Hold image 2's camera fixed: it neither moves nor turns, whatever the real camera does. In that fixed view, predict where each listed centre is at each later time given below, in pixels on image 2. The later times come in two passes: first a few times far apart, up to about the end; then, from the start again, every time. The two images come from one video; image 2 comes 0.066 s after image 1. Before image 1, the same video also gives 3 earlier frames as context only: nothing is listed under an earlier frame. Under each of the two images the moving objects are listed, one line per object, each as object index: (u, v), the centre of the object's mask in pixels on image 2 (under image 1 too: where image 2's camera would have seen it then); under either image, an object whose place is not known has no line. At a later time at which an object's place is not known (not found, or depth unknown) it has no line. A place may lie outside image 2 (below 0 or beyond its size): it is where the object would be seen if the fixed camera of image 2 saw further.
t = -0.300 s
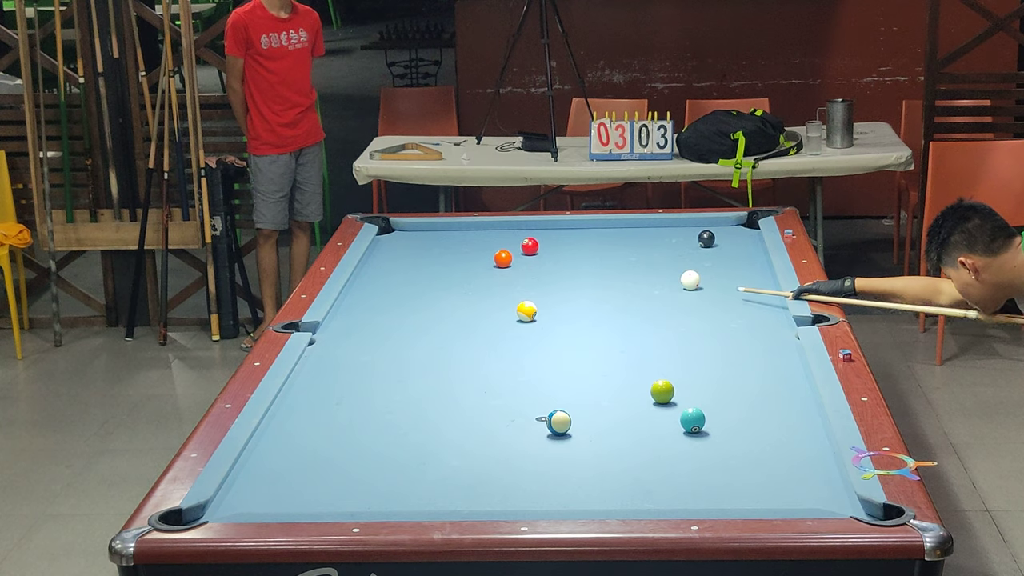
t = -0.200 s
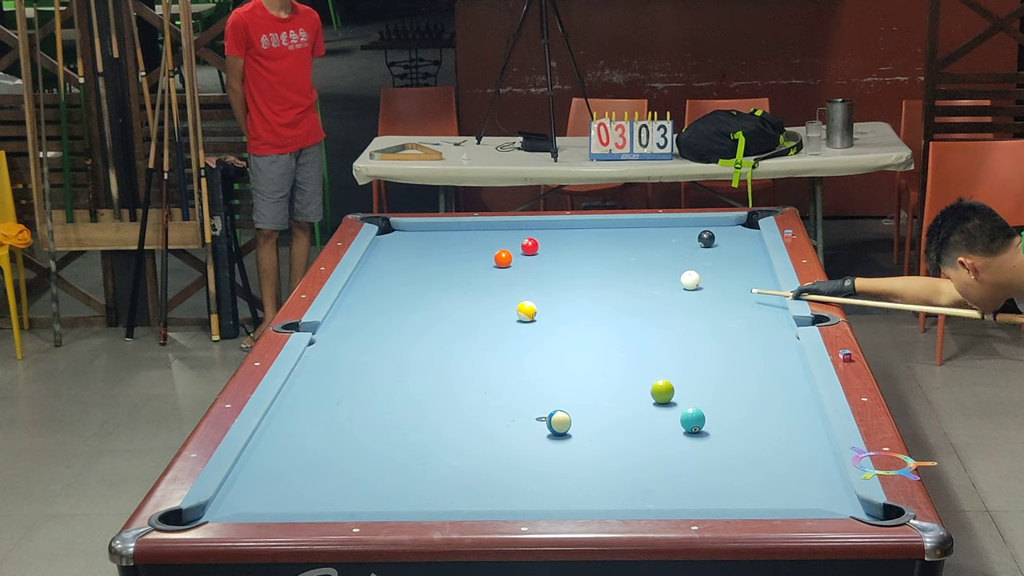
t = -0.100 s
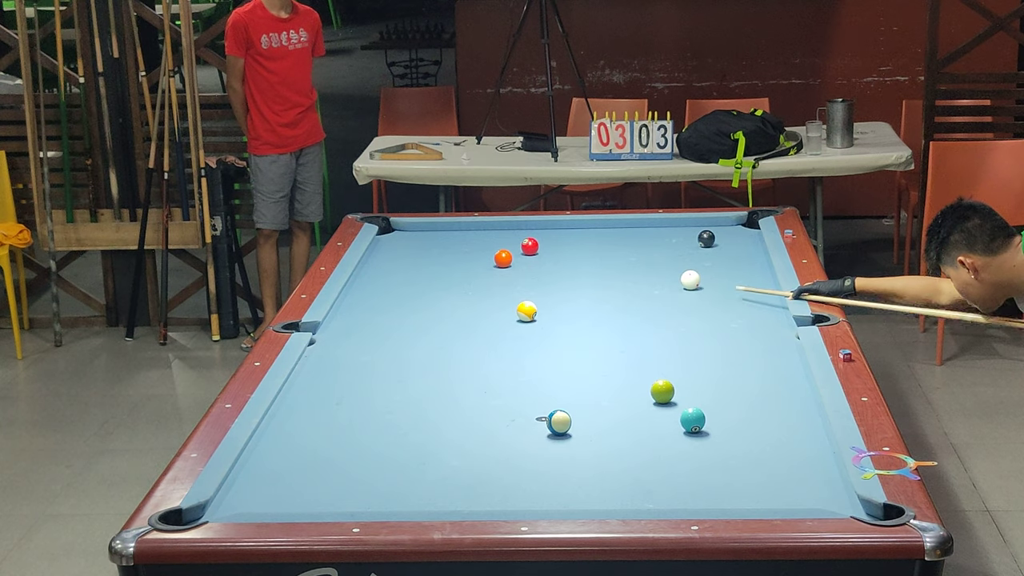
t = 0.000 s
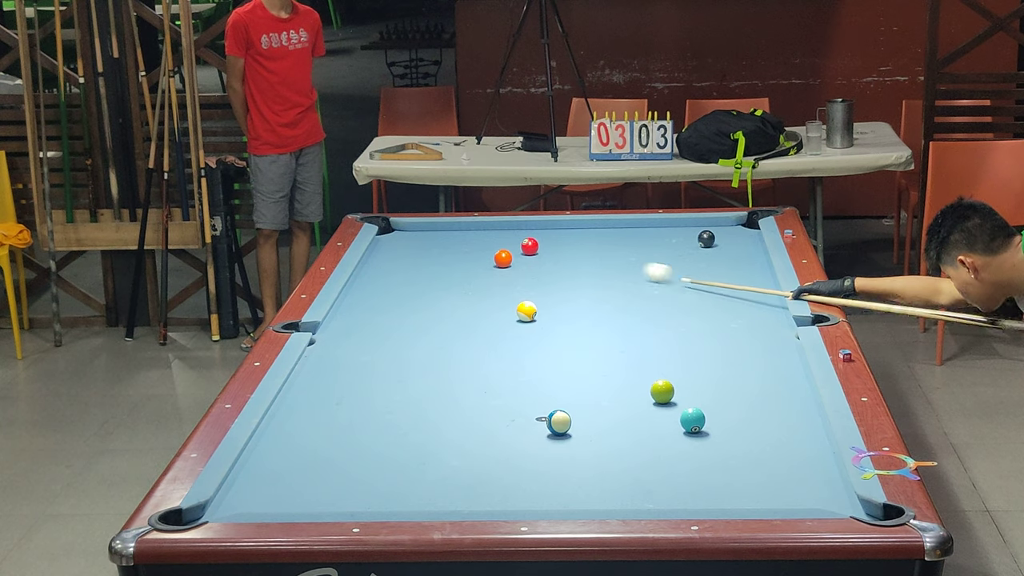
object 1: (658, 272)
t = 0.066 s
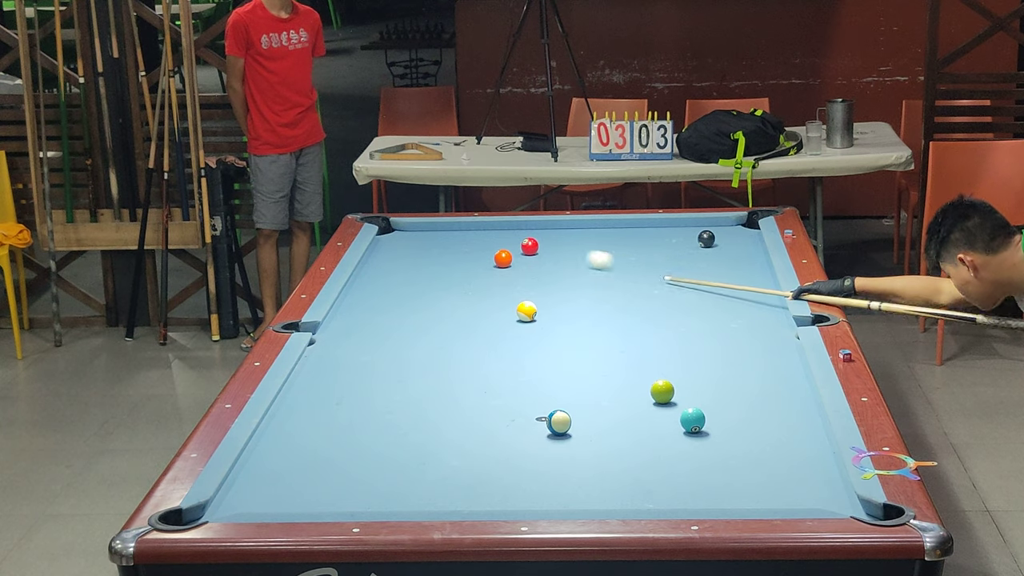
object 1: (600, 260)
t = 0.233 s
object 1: (551, 243)
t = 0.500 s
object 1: (558, 231)
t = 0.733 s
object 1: (565, 225)
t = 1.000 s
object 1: (576, 231)
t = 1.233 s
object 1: (585, 236)
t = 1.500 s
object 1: (596, 242)
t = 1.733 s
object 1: (605, 246)
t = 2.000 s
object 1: (614, 251)
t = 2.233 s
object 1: (622, 256)
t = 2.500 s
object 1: (629, 260)
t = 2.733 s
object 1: (636, 264)
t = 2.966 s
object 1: (641, 267)
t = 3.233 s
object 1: (647, 271)
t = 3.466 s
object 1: (652, 273)
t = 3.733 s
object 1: (656, 275)
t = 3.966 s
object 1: (659, 277)
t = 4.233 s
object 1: (662, 278)
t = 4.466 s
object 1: (664, 279)
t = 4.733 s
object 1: (665, 280)
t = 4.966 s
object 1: (666, 281)
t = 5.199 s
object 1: (666, 280)
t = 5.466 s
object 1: (666, 280)
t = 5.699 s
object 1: (666, 280)
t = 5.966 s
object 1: (666, 280)
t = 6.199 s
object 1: (666, 281)
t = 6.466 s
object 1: (666, 280)
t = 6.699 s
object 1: (666, 280)
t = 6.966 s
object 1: (666, 280)
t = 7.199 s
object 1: (666, 280)
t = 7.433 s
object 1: (666, 280)
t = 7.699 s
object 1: (666, 280)
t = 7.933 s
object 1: (665, 280)
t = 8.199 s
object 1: (666, 280)
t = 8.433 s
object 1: (666, 280)
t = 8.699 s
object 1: (666, 280)
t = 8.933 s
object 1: (665, 280)
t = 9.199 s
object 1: (666, 280)
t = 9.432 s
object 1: (666, 280)
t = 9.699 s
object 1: (666, 281)
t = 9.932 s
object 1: (666, 281)
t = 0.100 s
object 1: (574, 254)
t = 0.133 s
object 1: (549, 249)
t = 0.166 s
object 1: (547, 246)
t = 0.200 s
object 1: (550, 245)
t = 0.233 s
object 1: (551, 243)
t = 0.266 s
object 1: (552, 242)
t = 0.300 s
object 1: (553, 240)
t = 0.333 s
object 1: (554, 239)
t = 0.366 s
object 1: (554, 237)
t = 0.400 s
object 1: (555, 236)
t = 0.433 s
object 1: (556, 234)
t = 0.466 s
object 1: (557, 233)
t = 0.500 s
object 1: (558, 231)
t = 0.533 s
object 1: (559, 230)
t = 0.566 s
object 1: (560, 228)
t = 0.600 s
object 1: (560, 227)
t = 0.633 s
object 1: (561, 226)
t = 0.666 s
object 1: (562, 224)
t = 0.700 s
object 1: (563, 224)
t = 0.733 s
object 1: (565, 225)
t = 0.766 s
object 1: (566, 226)
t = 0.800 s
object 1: (567, 226)
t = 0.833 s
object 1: (569, 227)
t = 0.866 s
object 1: (570, 228)
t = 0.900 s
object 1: (572, 228)
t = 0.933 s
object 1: (573, 229)
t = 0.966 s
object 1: (574, 230)
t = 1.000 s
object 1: (576, 231)
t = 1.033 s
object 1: (577, 232)
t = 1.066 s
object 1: (578, 232)
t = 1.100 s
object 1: (580, 233)
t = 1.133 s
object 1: (581, 234)
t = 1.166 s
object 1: (583, 235)
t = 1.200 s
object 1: (584, 235)
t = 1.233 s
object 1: (585, 236)
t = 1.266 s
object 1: (586, 237)
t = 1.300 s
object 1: (588, 237)
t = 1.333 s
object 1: (589, 238)
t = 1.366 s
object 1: (591, 239)
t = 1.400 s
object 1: (592, 239)
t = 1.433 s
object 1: (593, 240)
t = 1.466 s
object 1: (595, 241)
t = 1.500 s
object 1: (596, 242)
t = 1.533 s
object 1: (597, 242)
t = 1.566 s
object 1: (598, 243)
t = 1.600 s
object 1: (600, 244)
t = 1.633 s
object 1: (601, 244)
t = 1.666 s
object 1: (602, 245)
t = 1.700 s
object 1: (603, 246)
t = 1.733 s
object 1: (605, 246)
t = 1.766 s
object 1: (606, 247)
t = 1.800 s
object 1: (607, 248)
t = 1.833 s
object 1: (608, 248)
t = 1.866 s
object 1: (609, 249)
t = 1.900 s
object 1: (611, 250)
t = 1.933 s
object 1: (612, 250)
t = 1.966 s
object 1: (613, 251)
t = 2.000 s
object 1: (614, 251)
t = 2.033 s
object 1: (615, 252)
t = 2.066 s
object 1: (616, 253)
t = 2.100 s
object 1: (617, 253)
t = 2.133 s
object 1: (618, 254)
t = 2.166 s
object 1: (619, 255)
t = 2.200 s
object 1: (620, 255)
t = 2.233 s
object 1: (622, 256)
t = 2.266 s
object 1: (623, 256)
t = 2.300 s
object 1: (624, 257)
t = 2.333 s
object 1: (625, 257)
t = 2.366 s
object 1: (626, 258)
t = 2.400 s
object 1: (627, 259)
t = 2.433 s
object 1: (627, 259)
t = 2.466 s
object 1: (628, 260)
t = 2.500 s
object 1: (629, 260)
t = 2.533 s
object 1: (630, 261)
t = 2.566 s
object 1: (631, 261)
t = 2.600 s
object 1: (632, 262)
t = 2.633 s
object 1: (633, 262)
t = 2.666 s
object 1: (634, 263)
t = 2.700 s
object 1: (635, 263)
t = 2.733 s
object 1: (636, 264)
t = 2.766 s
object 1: (637, 264)
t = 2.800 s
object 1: (638, 265)
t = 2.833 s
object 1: (638, 265)
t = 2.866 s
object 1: (639, 266)
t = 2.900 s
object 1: (640, 266)
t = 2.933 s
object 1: (641, 267)
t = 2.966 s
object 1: (641, 267)
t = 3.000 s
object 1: (643, 268)
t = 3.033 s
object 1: (643, 268)
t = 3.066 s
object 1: (644, 268)
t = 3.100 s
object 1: (645, 269)
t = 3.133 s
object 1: (645, 269)
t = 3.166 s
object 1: (646, 270)
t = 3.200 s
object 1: (647, 270)
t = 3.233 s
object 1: (647, 271)
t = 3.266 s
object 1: (648, 271)
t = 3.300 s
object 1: (649, 271)
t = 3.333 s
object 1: (649, 272)
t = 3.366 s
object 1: (650, 272)
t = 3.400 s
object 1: (651, 272)
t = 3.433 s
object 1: (651, 273)
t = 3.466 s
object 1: (652, 273)
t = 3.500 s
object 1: (652, 273)
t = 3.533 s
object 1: (653, 274)
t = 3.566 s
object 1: (653, 274)
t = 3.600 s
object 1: (654, 274)
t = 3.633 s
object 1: (654, 275)
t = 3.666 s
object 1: (655, 275)
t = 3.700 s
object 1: (655, 275)
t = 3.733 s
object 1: (656, 275)
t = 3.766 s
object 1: (656, 276)
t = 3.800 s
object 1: (657, 276)
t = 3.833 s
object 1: (657, 276)
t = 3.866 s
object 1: (658, 276)
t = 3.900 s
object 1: (658, 277)
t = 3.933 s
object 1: (659, 277)
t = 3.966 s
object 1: (659, 277)
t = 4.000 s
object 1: (660, 277)
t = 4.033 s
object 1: (660, 277)
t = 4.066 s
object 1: (661, 278)
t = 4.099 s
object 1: (661, 278)
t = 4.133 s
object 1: (661, 278)
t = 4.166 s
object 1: (662, 278)
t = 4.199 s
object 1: (662, 278)
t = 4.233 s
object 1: (662, 278)
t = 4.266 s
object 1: (662, 279)
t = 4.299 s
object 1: (663, 279)
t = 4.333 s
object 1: (663, 279)
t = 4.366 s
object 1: (663, 279)
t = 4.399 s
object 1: (663, 279)
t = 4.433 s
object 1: (664, 279)
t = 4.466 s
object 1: (664, 279)
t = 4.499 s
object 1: (664, 280)
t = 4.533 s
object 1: (664, 280)
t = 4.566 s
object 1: (664, 280)
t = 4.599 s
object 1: (664, 280)
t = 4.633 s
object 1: (665, 280)
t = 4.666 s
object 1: (665, 280)
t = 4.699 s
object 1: (665, 280)
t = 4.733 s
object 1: (665, 280)
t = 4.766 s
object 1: (665, 280)
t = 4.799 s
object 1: (665, 280)
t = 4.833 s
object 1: (665, 280)
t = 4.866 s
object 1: (666, 281)
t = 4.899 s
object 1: (666, 281)
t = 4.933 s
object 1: (666, 281)
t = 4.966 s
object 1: (666, 281)
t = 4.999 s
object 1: (666, 280)
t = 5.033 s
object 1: (666, 280)
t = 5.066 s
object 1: (666, 280)
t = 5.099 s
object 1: (666, 280)
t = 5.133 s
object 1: (666, 280)
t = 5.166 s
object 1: (666, 280)
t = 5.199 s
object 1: (666, 280)
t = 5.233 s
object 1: (666, 280)
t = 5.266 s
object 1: (666, 280)
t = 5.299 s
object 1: (666, 280)
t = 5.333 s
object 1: (666, 280)
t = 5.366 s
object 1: (666, 280)
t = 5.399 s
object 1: (666, 280)
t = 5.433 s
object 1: (666, 280)
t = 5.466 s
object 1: (666, 280)
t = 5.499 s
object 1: (666, 280)
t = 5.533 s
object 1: (666, 280)
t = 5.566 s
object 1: (666, 280)
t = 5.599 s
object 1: (666, 280)
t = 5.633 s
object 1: (666, 280)
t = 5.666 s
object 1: (666, 280)
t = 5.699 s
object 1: (666, 280)
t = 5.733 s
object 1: (666, 280)
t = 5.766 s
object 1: (666, 280)
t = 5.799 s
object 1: (665, 280)
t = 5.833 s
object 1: (666, 280)
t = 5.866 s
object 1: (666, 280)
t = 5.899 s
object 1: (666, 280)
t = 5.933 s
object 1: (666, 280)
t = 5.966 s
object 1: (666, 280)
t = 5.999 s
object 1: (666, 280)
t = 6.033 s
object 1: (666, 280)
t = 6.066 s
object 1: (666, 280)
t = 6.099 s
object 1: (666, 280)
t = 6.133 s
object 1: (666, 280)
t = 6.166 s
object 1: (666, 280)
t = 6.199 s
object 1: (666, 281)
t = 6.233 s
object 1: (666, 281)
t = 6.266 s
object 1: (666, 280)
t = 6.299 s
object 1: (666, 280)
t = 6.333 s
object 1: (666, 280)
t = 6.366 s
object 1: (666, 280)
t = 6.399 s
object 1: (666, 280)
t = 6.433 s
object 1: (666, 280)
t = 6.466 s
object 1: (666, 280)
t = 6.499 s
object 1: (666, 280)
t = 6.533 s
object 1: (666, 281)
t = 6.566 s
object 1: (665, 280)
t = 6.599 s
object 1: (666, 280)
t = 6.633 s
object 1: (666, 280)
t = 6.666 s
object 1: (666, 280)
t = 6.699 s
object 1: (666, 280)
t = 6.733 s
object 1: (666, 280)
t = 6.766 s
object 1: (666, 280)
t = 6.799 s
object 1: (666, 280)
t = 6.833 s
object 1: (666, 280)
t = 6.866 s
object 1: (666, 280)
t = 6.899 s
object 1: (666, 280)
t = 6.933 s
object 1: (666, 280)
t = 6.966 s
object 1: (666, 280)
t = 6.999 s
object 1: (666, 280)
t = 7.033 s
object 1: (666, 280)
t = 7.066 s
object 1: (665, 280)
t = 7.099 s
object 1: (666, 281)
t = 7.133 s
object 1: (666, 280)
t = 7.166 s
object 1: (666, 280)
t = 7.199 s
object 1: (666, 280)
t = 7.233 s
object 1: (666, 280)
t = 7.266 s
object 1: (666, 280)
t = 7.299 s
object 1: (666, 280)
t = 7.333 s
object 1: (666, 280)
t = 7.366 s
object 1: (666, 280)
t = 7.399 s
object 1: (666, 280)
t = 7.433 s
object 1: (666, 280)
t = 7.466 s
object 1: (666, 280)
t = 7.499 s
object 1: (665, 280)
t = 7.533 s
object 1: (666, 280)
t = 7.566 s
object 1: (666, 281)
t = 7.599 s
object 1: (666, 280)
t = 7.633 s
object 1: (666, 280)
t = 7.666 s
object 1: (666, 280)
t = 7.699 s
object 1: (666, 280)
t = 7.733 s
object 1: (666, 280)
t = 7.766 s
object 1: (666, 280)
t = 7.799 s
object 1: (666, 280)
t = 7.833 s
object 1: (666, 280)
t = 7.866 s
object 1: (666, 280)
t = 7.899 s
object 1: (665, 280)
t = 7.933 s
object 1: (665, 280)
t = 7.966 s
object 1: (666, 280)
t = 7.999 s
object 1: (666, 280)
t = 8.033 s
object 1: (666, 280)
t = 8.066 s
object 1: (665, 280)
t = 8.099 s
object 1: (666, 280)
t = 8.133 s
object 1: (666, 280)
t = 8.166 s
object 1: (666, 280)
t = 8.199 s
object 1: (666, 280)
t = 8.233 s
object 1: (665, 280)
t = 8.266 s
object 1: (666, 280)
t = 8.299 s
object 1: (665, 280)
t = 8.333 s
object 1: (666, 280)
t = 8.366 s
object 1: (666, 280)
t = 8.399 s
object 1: (666, 280)
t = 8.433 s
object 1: (666, 280)
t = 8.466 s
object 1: (666, 280)
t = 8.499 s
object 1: (666, 280)
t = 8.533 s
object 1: (666, 280)
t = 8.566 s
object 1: (666, 280)
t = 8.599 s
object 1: (666, 280)
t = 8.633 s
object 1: (665, 281)
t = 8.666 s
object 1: (665, 280)
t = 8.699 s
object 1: (666, 280)
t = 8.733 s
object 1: (666, 280)
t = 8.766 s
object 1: (666, 280)
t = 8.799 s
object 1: (666, 281)
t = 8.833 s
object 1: (665, 281)
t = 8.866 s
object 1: (665, 280)
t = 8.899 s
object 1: (666, 281)
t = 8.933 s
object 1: (665, 280)
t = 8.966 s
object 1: (665, 280)
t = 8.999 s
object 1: (665, 280)
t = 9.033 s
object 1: (665, 280)
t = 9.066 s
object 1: (666, 280)
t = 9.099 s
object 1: (665, 281)
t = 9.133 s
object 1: (665, 281)
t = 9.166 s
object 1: (665, 280)
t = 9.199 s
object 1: (666, 280)
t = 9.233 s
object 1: (666, 281)
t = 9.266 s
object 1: (665, 281)
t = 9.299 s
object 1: (666, 281)
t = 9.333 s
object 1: (666, 281)
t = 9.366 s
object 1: (665, 281)
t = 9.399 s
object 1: (666, 280)
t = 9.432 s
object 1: (666, 280)
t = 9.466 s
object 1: (666, 280)
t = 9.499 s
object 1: (666, 280)
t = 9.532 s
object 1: (666, 280)
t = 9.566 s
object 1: (666, 280)
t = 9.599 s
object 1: (666, 280)
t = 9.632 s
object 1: (666, 280)
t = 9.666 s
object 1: (666, 280)
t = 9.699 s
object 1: (666, 281)
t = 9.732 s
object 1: (666, 280)
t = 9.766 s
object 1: (666, 280)
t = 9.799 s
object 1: (666, 280)
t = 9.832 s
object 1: (666, 280)
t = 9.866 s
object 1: (666, 280)
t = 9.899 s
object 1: (666, 281)
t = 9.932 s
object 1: (666, 281)
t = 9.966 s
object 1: (666, 281)
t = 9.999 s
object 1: (665, 281)
